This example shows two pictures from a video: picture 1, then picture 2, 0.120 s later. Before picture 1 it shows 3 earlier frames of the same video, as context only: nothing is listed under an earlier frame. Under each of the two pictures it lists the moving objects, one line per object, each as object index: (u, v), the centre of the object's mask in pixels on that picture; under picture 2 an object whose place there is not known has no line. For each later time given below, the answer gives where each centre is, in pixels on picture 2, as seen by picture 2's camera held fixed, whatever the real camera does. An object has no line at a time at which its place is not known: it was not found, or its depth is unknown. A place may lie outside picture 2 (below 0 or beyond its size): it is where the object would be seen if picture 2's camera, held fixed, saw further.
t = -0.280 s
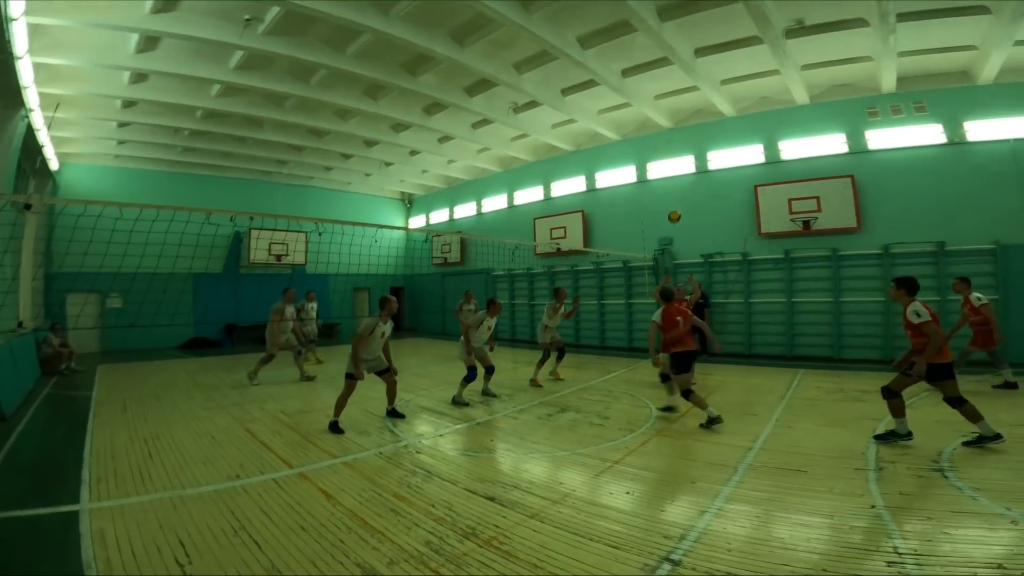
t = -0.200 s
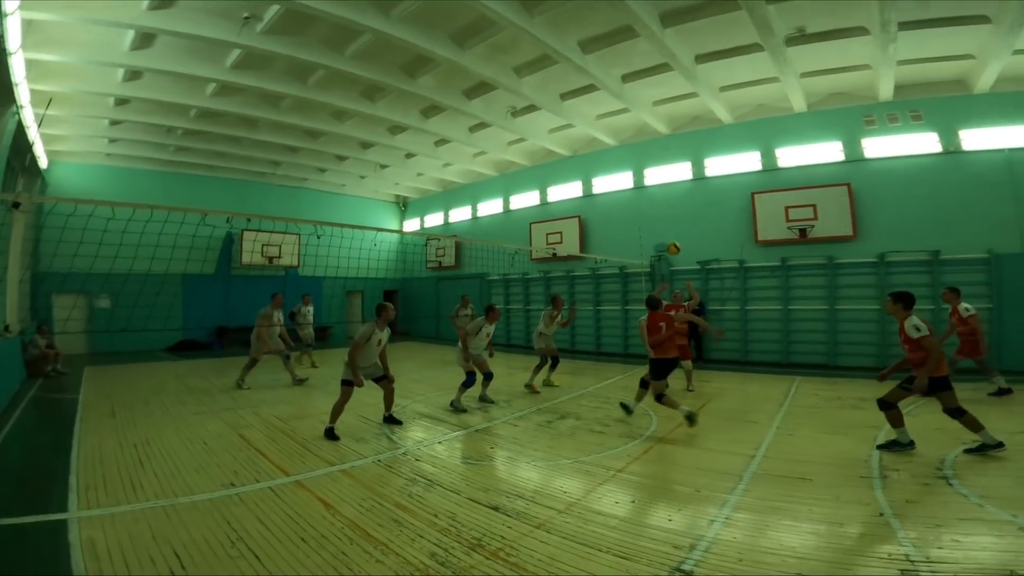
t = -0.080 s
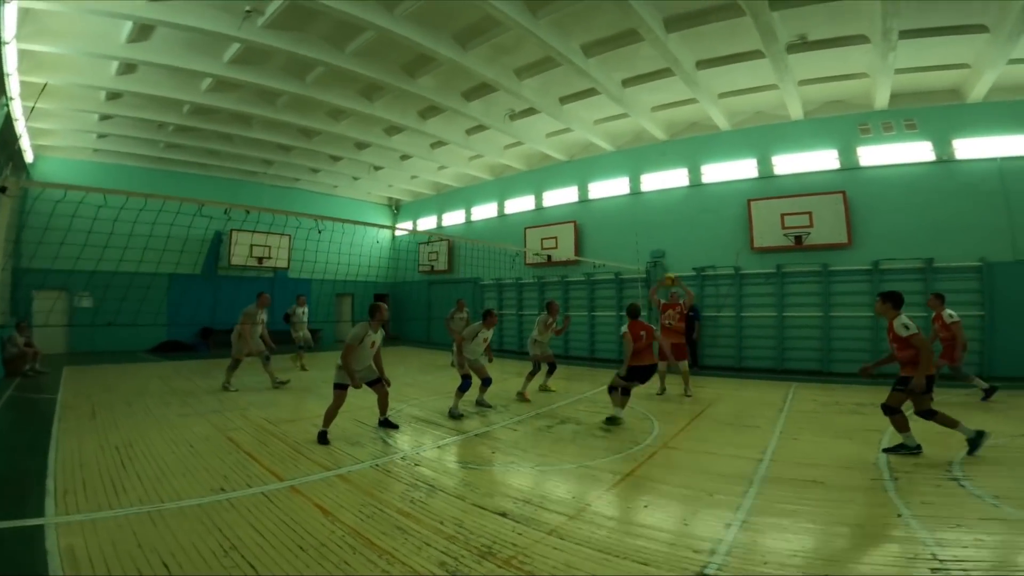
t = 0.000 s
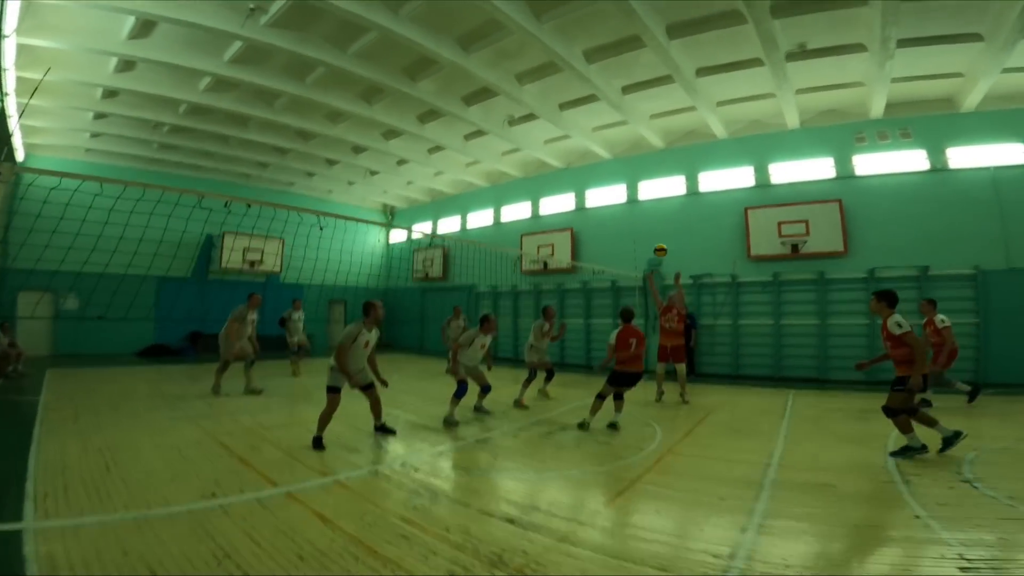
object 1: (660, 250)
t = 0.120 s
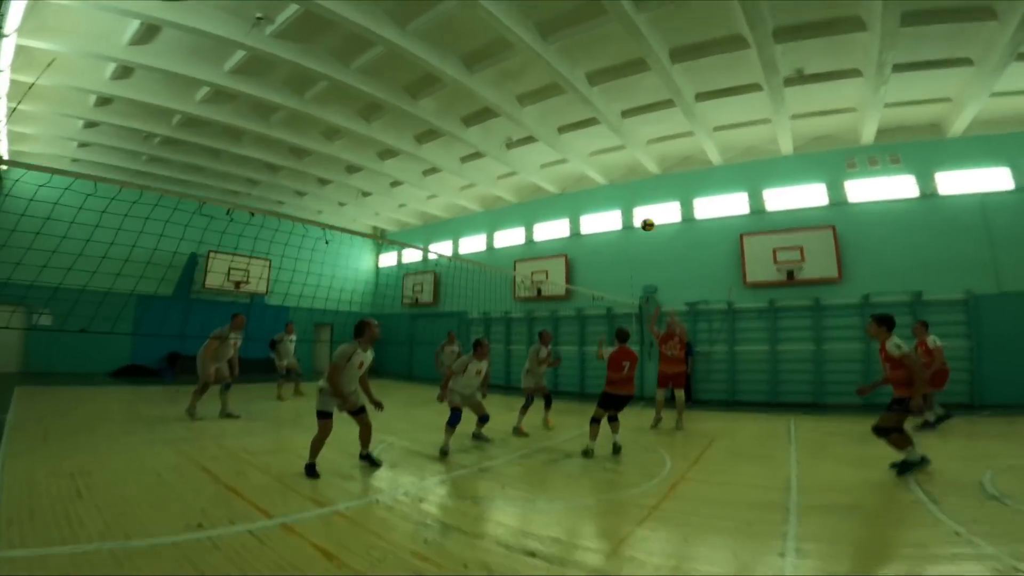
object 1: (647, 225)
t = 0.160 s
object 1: (644, 208)
